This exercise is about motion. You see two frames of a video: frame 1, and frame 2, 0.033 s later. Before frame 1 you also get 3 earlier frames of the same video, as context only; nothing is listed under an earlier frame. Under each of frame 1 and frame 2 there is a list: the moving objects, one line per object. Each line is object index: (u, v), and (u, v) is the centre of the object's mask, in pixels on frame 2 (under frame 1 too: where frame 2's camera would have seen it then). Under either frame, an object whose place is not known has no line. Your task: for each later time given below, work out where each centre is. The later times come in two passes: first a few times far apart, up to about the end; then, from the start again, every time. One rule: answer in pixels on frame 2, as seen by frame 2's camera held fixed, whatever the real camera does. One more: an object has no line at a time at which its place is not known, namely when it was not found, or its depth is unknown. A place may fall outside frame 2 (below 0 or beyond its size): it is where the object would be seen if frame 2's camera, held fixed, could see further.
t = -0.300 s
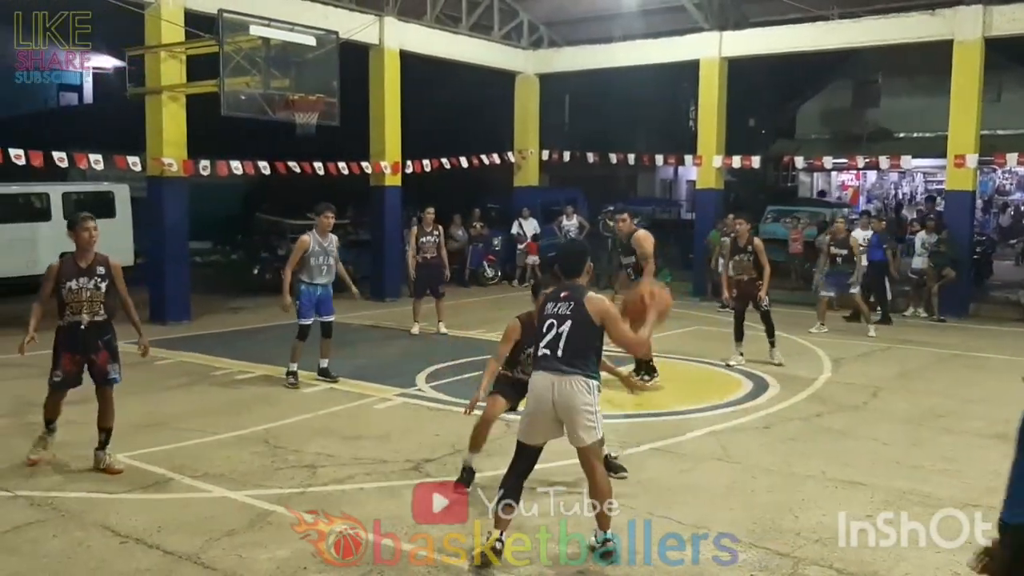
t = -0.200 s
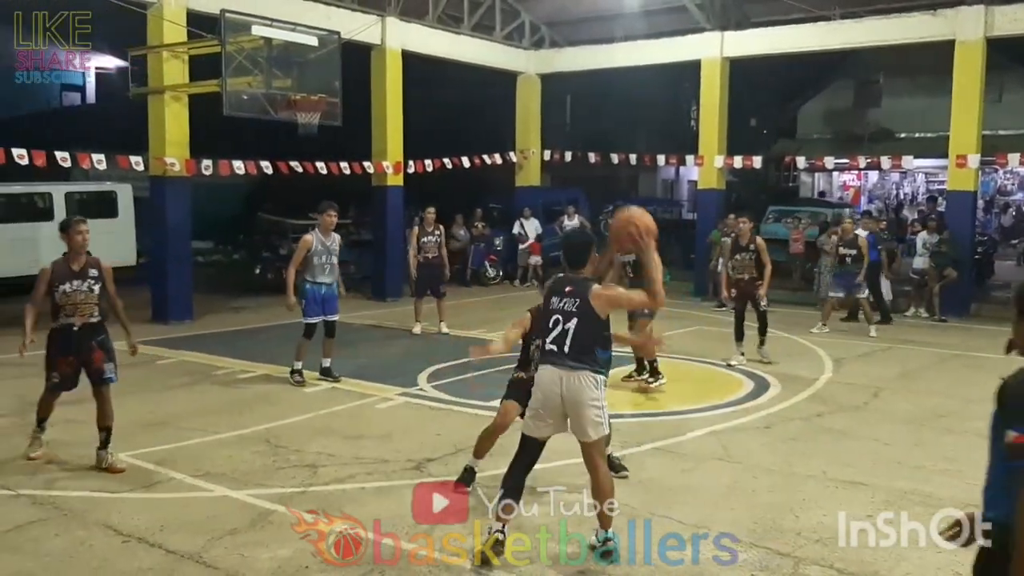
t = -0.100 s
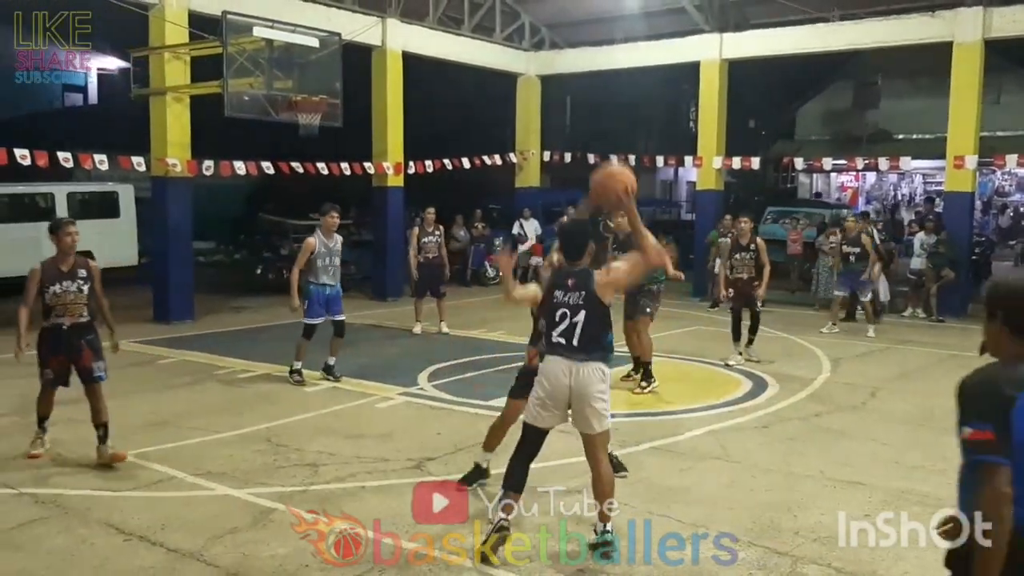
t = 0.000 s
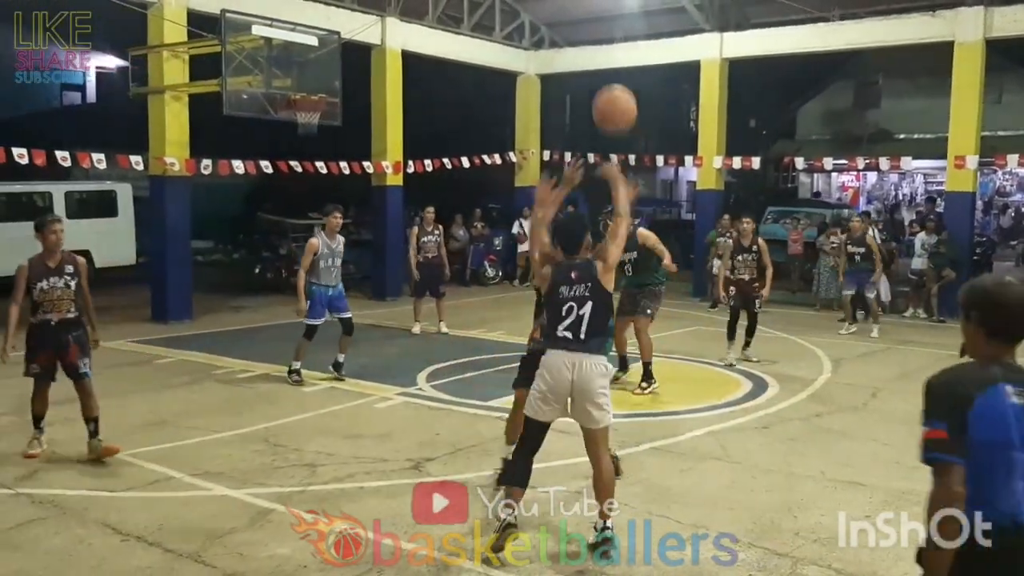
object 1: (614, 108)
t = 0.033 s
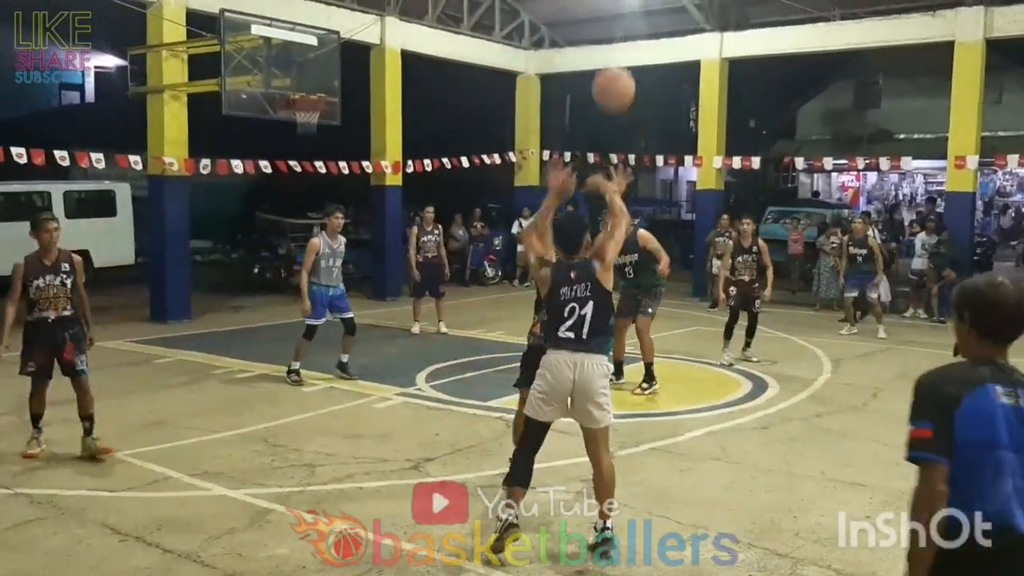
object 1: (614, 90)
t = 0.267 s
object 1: (609, 19)
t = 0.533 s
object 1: (604, 39)
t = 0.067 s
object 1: (613, 72)
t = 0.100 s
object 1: (612, 56)
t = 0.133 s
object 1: (611, 43)
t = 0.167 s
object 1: (611, 33)
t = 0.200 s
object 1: (610, 25)
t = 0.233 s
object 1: (609, 21)
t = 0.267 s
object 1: (609, 19)
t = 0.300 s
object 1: (608, 19)
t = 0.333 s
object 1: (608, 19)
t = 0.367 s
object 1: (607, 19)
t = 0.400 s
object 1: (606, 20)
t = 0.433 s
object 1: (606, 22)
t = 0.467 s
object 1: (606, 27)
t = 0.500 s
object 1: (605, 32)
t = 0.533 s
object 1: (604, 39)
